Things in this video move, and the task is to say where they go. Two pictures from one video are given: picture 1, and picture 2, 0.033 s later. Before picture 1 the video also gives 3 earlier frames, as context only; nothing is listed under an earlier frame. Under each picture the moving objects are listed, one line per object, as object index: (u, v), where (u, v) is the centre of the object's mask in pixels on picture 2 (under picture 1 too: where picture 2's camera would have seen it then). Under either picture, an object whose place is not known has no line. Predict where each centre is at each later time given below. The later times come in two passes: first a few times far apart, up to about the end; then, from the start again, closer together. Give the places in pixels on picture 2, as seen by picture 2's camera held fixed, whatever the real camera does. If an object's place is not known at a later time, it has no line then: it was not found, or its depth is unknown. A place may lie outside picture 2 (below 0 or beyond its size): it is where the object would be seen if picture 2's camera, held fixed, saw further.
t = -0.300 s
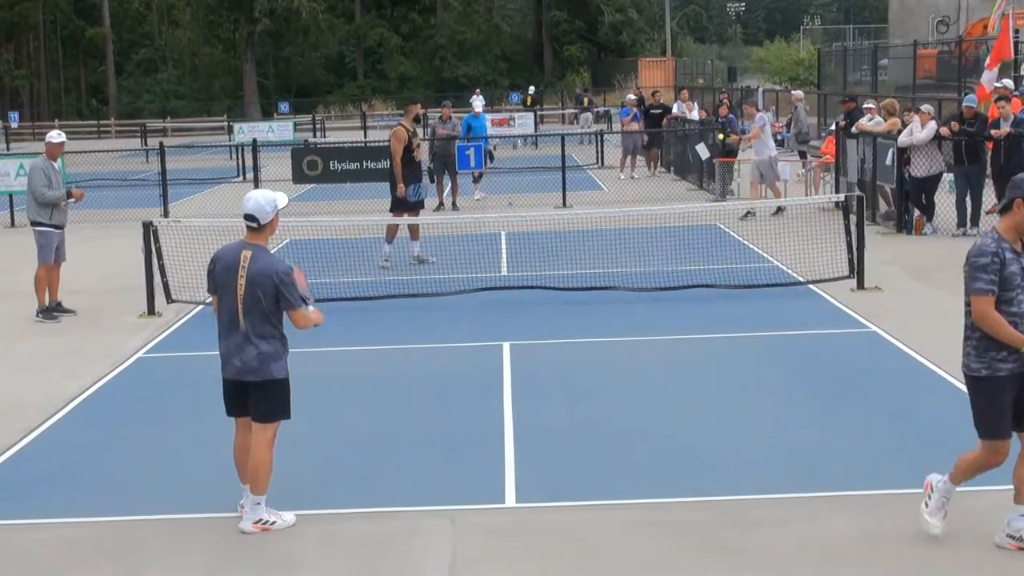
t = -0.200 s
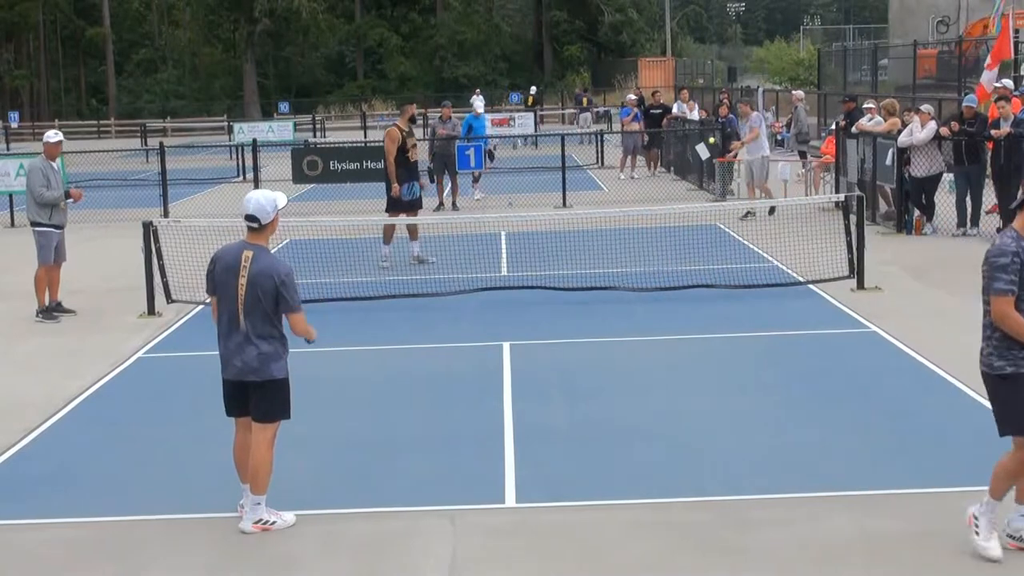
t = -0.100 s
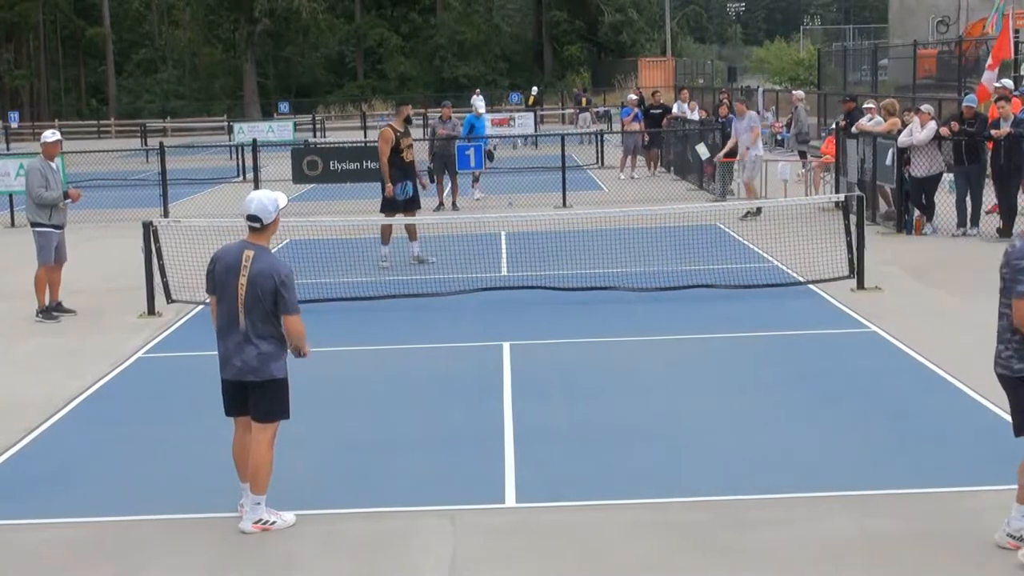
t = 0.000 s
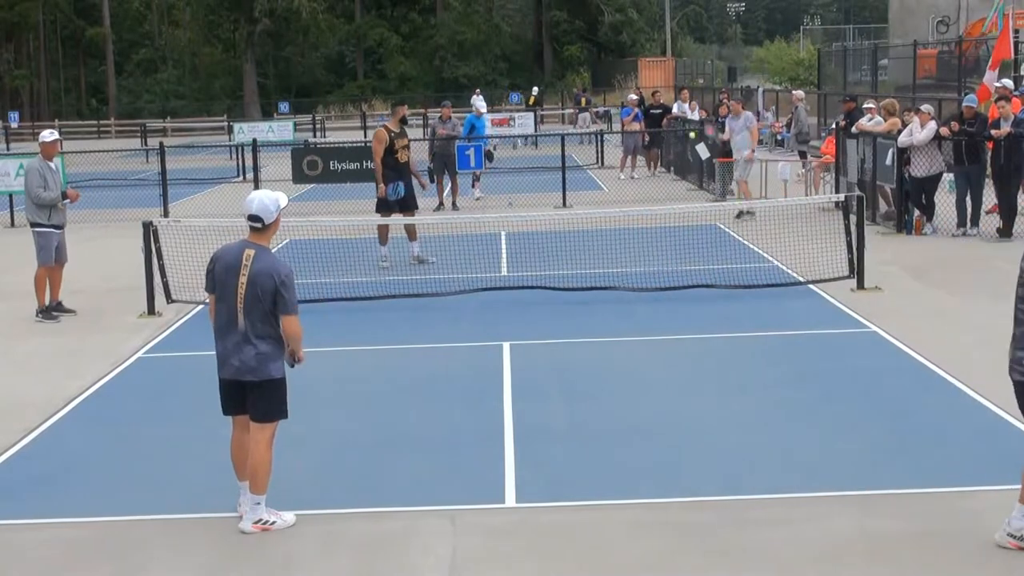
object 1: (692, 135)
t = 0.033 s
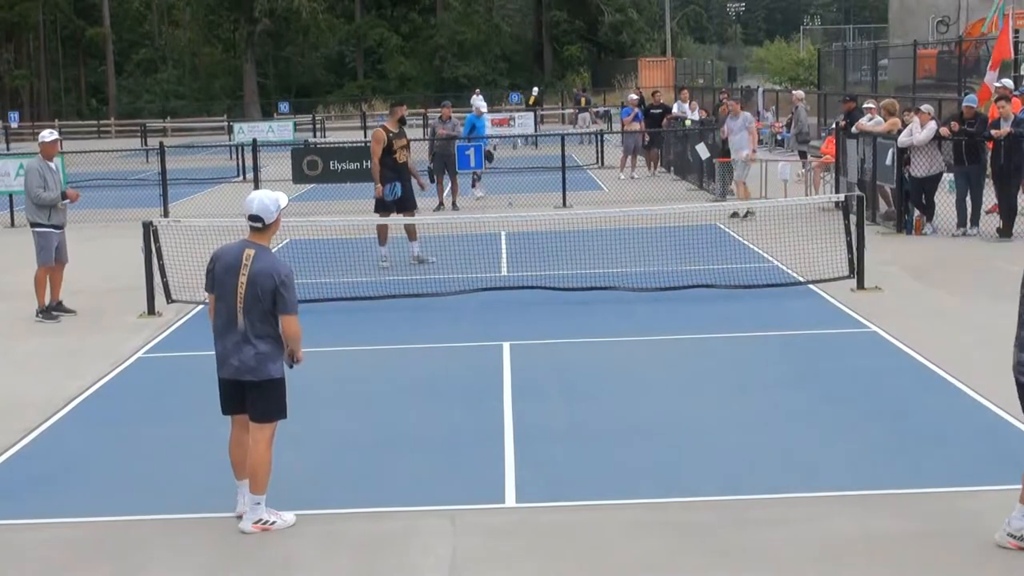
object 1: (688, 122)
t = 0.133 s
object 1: (674, 89)
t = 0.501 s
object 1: (610, 41)
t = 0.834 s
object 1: (529, 147)
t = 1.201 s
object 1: (418, 373)
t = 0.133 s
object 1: (674, 89)
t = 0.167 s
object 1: (670, 80)
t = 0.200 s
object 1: (665, 71)
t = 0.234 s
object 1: (660, 63)
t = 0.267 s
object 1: (654, 56)
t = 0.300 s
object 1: (649, 51)
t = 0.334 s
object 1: (643, 46)
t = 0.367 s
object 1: (637, 42)
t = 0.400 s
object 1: (630, 40)
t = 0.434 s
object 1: (624, 39)
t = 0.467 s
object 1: (617, 39)
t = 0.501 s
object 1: (610, 41)
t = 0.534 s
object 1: (603, 44)
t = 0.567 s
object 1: (596, 48)
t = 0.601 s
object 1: (588, 54)
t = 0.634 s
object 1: (580, 62)
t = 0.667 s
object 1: (572, 71)
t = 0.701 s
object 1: (564, 83)
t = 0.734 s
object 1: (556, 96)
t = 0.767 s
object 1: (547, 112)
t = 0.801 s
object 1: (539, 128)
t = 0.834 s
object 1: (529, 147)
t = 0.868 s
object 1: (520, 168)
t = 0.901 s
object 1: (510, 191)
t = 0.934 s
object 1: (500, 216)
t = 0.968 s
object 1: (491, 245)
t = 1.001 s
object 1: (480, 275)
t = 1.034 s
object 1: (469, 307)
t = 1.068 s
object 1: (459, 343)
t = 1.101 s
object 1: (448, 381)
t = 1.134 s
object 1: (437, 404)
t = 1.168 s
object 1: (428, 388)
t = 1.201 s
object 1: (418, 373)
